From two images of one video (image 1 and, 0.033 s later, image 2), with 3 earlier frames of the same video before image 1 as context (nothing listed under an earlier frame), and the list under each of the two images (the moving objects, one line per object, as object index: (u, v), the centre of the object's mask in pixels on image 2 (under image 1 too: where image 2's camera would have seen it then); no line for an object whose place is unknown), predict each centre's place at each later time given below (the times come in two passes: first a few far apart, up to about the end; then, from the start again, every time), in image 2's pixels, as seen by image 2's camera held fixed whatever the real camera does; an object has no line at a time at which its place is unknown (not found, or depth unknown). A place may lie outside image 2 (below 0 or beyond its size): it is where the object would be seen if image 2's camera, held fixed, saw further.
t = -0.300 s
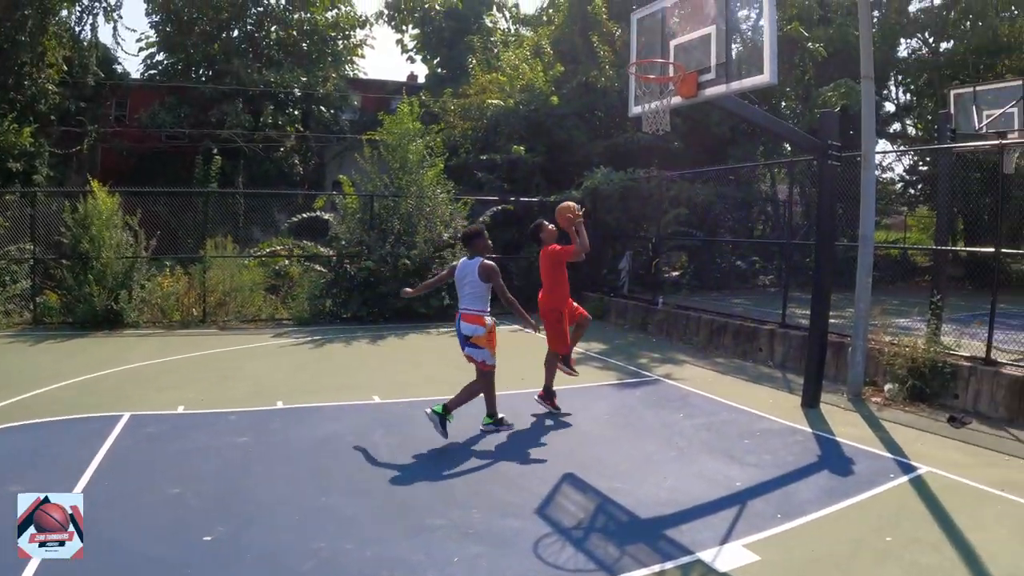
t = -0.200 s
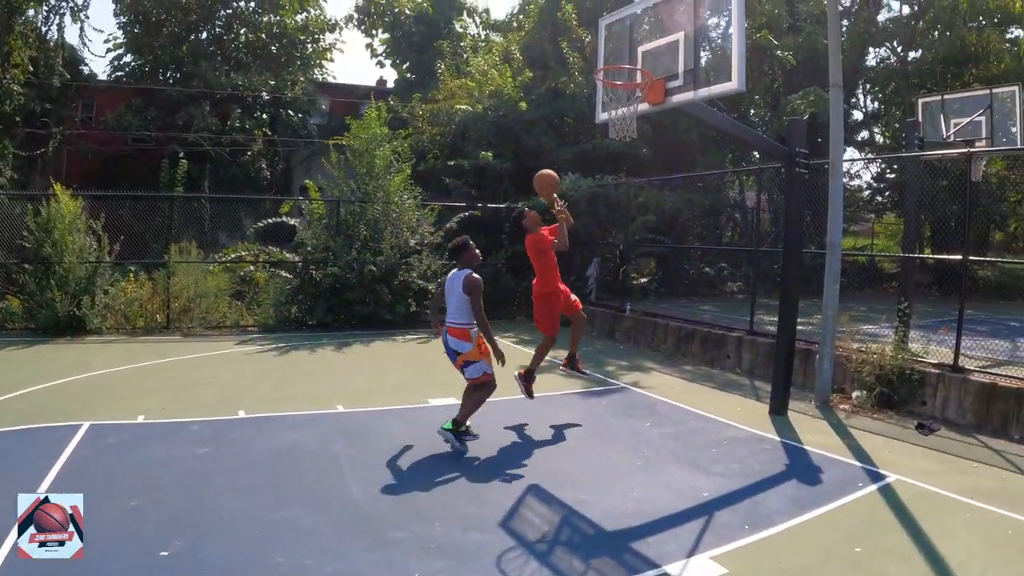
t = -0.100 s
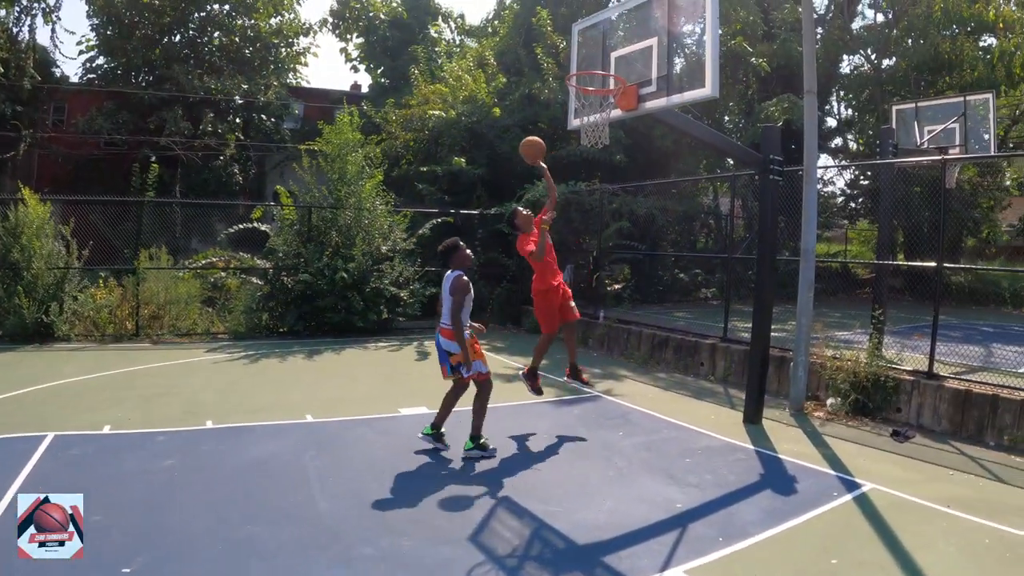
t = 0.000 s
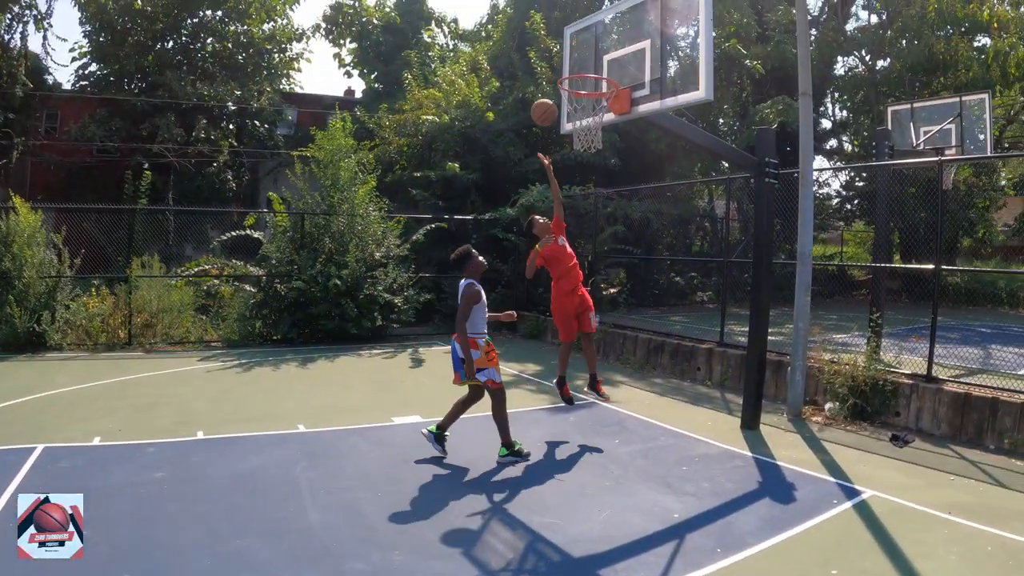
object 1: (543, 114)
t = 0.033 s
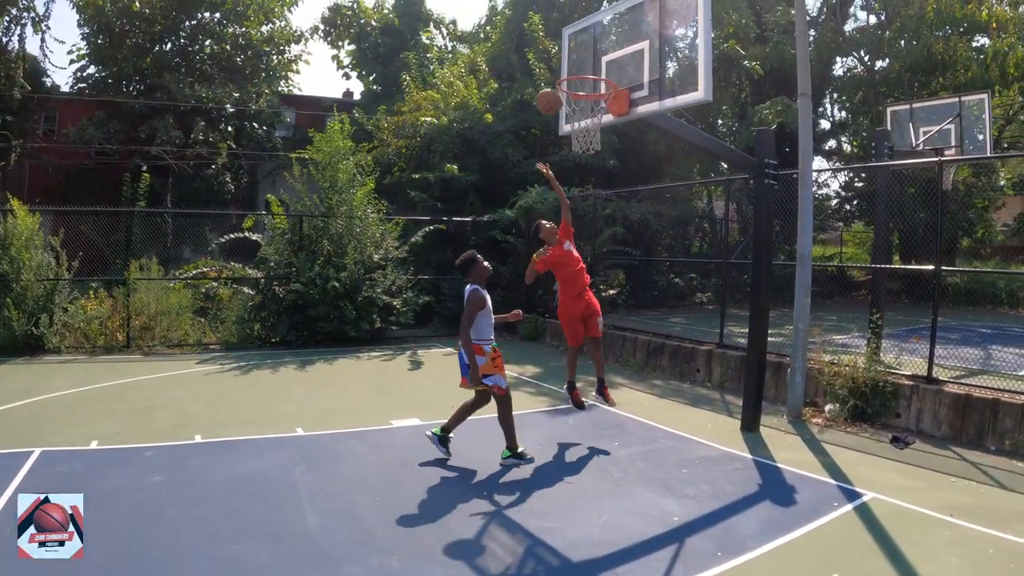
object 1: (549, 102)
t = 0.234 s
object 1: (589, 55)
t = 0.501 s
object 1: (591, 62)
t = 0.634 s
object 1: (587, 98)
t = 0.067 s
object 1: (551, 91)
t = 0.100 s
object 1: (558, 76)
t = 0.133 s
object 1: (569, 69)
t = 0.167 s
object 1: (576, 65)
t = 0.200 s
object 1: (582, 60)
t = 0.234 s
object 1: (589, 55)
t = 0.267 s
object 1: (593, 52)
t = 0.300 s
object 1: (593, 50)
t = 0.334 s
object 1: (593, 49)
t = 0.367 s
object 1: (593, 49)
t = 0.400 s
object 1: (593, 51)
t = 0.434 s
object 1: (592, 53)
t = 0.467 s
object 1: (592, 57)
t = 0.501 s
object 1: (591, 62)
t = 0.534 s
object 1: (590, 65)
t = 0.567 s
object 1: (589, 78)
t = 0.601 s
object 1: (588, 88)
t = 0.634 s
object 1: (587, 98)
